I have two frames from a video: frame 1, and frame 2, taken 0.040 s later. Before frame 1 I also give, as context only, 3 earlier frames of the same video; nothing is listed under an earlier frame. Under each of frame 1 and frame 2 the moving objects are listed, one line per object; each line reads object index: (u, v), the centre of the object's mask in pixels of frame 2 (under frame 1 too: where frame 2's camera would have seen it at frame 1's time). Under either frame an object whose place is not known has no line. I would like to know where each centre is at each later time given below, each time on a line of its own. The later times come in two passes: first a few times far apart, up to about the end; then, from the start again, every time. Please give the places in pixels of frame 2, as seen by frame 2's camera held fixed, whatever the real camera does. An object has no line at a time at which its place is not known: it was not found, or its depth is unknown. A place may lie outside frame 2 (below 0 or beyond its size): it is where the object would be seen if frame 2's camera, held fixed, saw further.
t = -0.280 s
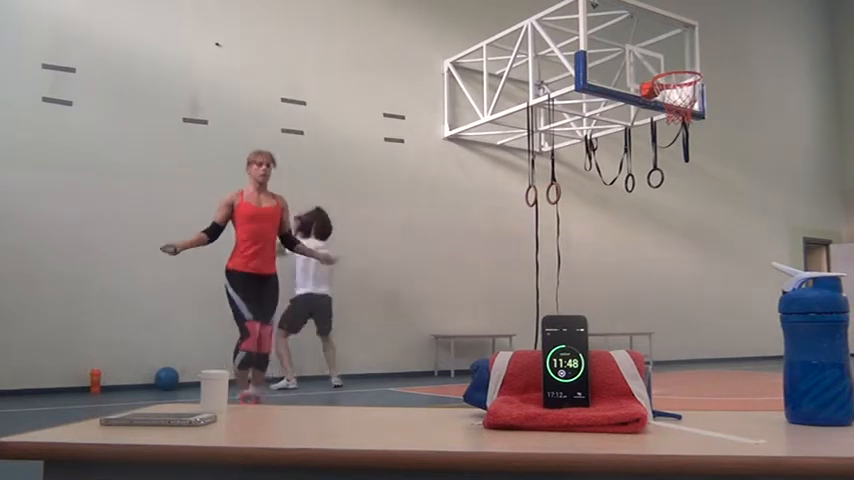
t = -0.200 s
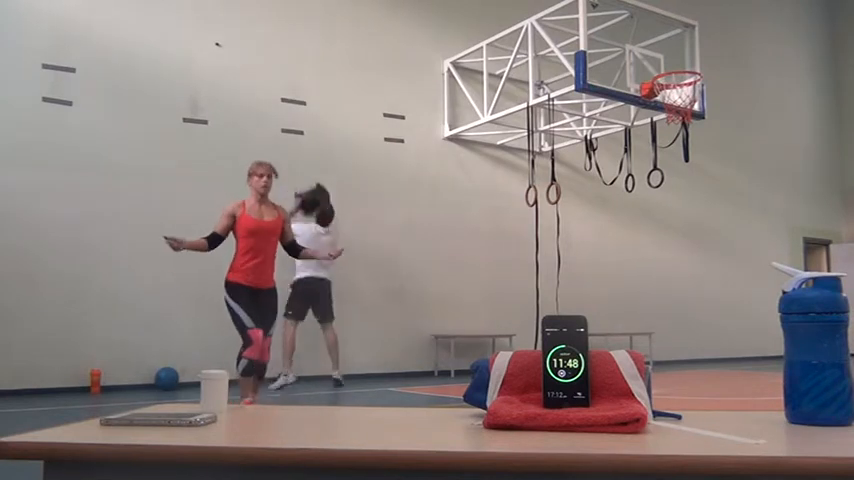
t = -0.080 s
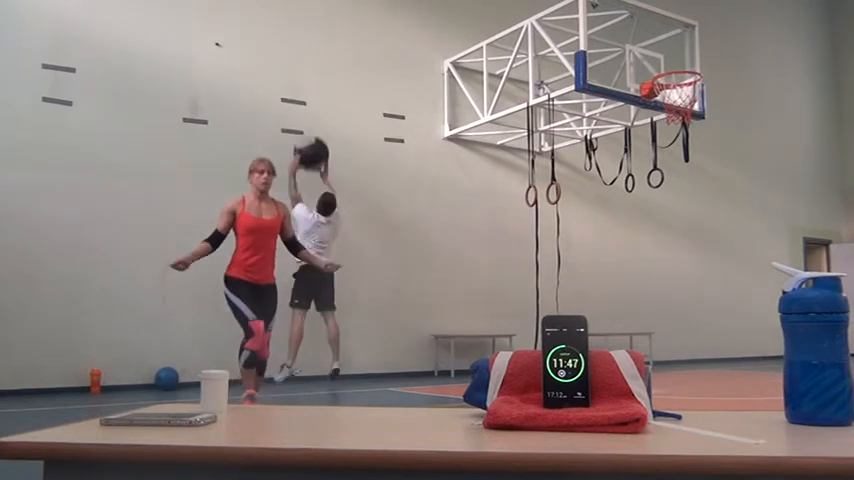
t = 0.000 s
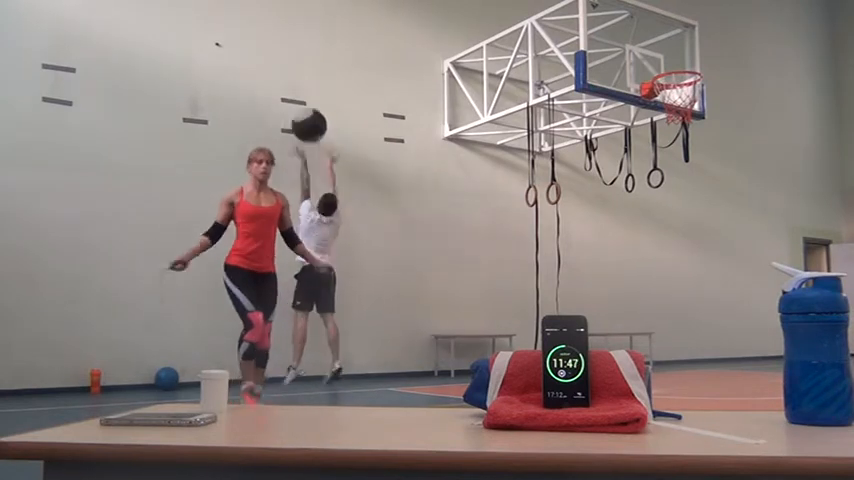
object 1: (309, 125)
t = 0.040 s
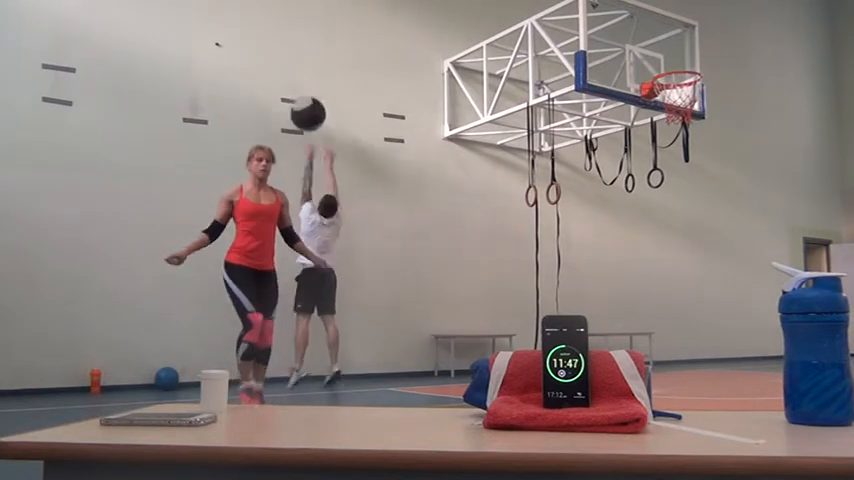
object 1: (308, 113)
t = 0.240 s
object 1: (303, 78)
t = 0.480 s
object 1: (300, 78)
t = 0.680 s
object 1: (302, 110)
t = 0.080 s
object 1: (307, 103)
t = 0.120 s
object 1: (306, 95)
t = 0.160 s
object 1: (305, 88)
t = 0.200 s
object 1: (304, 83)
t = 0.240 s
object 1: (303, 78)
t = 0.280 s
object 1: (301, 75)
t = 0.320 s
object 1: (300, 74)
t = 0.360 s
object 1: (299, 75)
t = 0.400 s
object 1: (299, 75)
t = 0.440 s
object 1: (300, 76)
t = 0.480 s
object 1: (300, 78)
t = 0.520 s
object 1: (301, 82)
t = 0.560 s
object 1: (301, 87)
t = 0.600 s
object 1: (301, 93)
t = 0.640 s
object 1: (302, 100)
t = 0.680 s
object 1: (302, 110)
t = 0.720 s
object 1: (303, 121)
